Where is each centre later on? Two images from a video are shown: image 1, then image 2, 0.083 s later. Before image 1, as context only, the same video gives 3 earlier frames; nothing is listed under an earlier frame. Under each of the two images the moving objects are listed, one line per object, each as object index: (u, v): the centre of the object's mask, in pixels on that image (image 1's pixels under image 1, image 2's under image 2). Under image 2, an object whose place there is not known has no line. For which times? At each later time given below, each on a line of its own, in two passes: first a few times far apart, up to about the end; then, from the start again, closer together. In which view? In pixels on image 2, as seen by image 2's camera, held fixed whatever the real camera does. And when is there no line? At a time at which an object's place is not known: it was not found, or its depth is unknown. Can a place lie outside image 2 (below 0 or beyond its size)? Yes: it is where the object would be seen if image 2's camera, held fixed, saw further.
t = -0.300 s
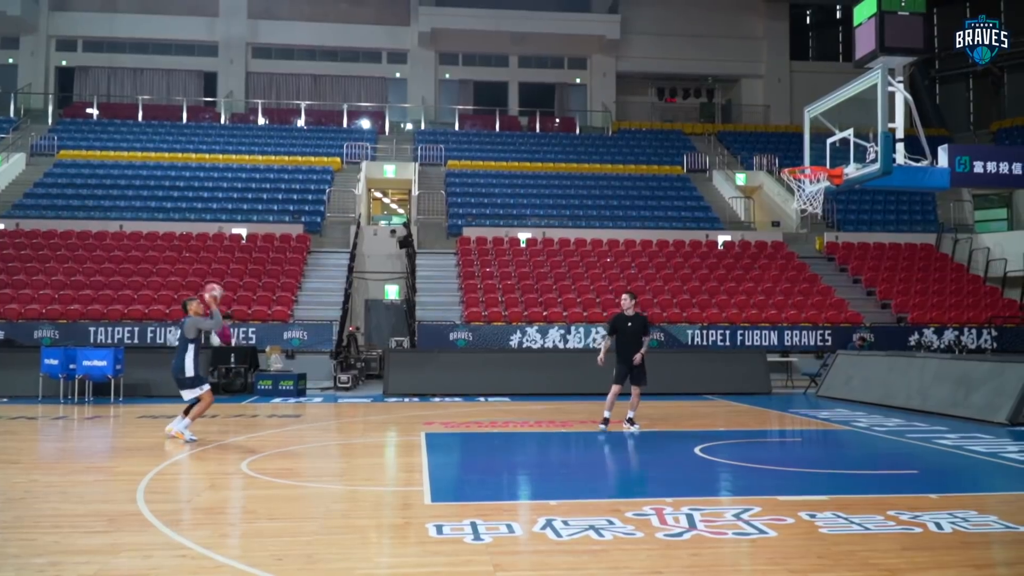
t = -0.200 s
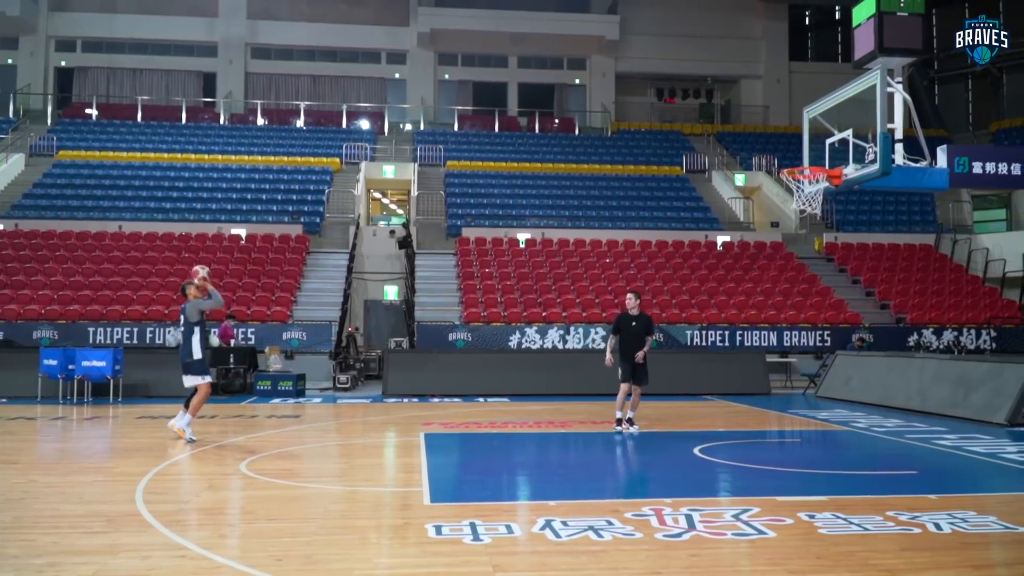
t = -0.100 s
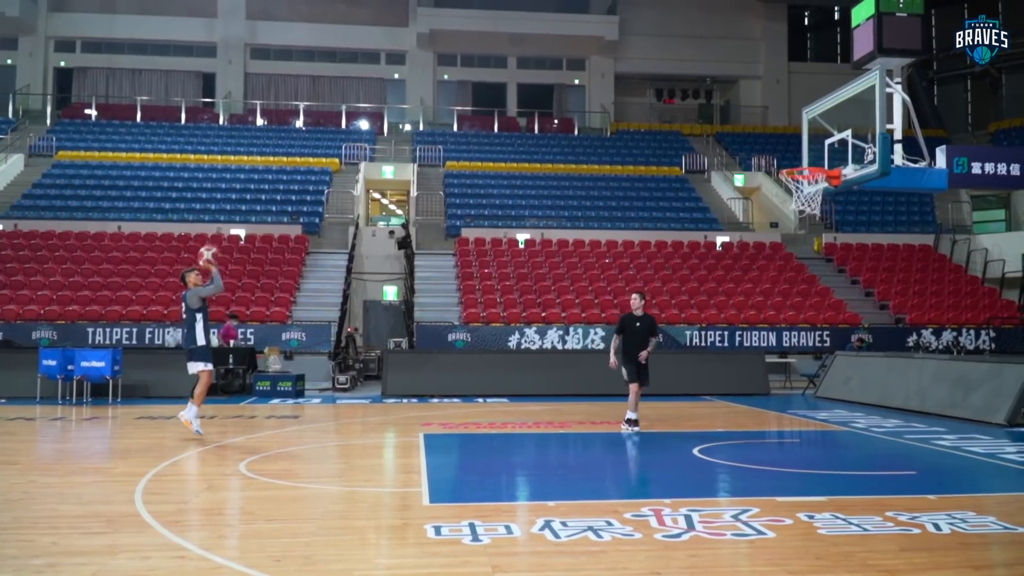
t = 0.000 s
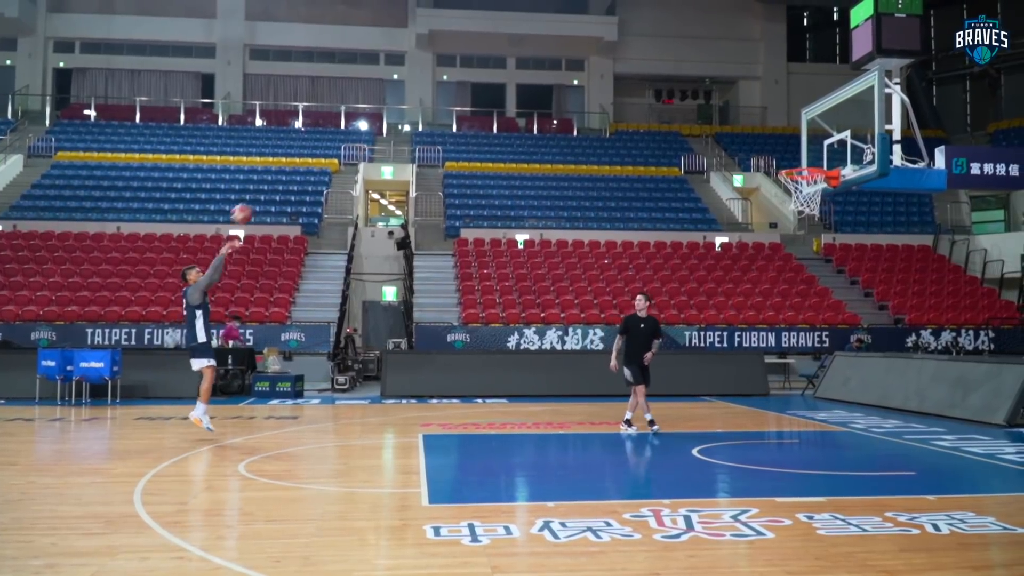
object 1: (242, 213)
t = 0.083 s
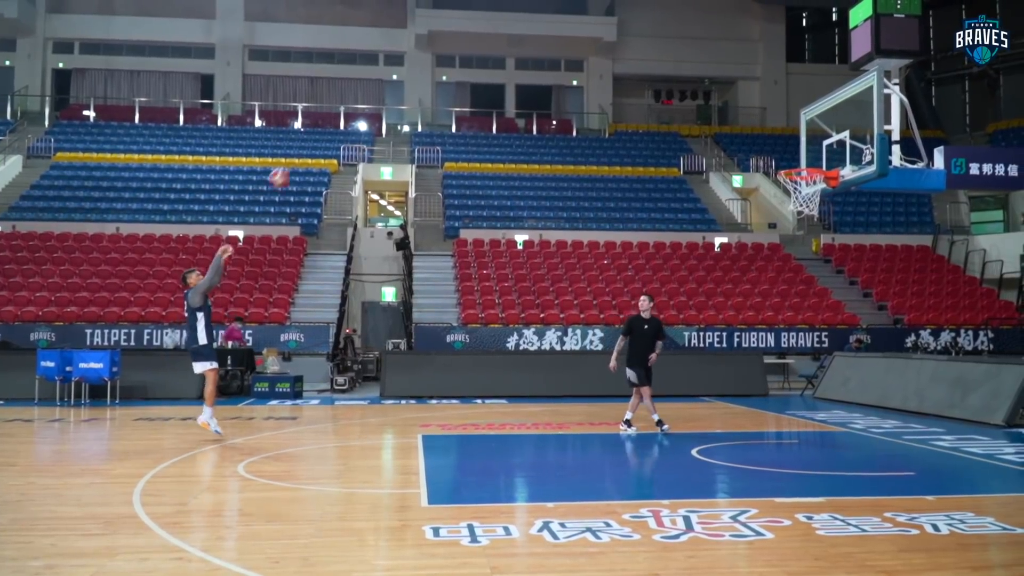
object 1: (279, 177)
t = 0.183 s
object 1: (327, 139)
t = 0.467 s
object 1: (461, 74)
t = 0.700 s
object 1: (574, 65)
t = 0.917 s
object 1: (684, 97)
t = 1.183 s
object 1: (824, 191)
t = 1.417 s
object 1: (850, 234)
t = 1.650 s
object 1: (876, 328)
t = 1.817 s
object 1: (898, 422)
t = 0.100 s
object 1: (287, 171)
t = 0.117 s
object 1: (296, 164)
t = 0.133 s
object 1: (303, 157)
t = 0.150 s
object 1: (311, 151)
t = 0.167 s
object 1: (319, 146)
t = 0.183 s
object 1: (327, 139)
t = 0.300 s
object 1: (382, 105)
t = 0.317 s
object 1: (389, 101)
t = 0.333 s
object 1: (397, 98)
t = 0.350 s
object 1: (405, 94)
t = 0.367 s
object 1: (413, 90)
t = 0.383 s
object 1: (421, 87)
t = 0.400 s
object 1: (428, 84)
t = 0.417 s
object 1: (437, 80)
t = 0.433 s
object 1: (445, 75)
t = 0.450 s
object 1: (453, 75)
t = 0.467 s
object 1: (461, 74)
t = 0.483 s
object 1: (469, 71)
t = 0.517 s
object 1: (485, 68)
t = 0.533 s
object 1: (493, 66)
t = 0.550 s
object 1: (502, 66)
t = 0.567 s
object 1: (509, 65)
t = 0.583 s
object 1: (517, 63)
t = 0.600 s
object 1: (525, 63)
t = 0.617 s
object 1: (533, 63)
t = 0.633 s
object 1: (541, 63)
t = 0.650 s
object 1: (549, 63)
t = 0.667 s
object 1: (558, 63)
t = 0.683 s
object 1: (566, 64)
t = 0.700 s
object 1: (574, 65)
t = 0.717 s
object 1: (582, 66)
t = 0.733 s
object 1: (591, 68)
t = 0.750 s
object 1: (599, 69)
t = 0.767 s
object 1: (608, 71)
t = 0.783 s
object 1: (616, 73)
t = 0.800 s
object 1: (624, 75)
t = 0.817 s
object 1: (633, 78)
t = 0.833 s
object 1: (641, 81)
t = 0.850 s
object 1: (650, 84)
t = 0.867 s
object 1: (659, 87)
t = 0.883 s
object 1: (667, 90)
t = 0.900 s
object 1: (674, 93)
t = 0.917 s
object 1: (684, 97)
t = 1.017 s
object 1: (737, 126)
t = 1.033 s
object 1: (746, 133)
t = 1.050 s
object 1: (755, 138)
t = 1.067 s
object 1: (765, 144)
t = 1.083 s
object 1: (774, 150)
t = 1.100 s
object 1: (783, 157)
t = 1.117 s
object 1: (790, 162)
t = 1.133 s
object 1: (798, 165)
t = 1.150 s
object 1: (813, 182)
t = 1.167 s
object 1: (819, 186)
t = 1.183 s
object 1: (824, 191)
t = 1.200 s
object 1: (827, 192)
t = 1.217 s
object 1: (830, 195)
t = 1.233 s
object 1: (831, 196)
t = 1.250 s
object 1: (832, 198)
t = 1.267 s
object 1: (833, 200)
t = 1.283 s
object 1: (835, 204)
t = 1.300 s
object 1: (837, 207)
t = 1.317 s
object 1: (838, 211)
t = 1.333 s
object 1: (841, 214)
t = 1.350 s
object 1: (842, 218)
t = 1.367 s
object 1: (844, 222)
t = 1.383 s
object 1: (846, 226)
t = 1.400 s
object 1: (848, 230)
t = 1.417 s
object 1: (850, 234)
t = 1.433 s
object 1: (852, 240)
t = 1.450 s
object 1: (852, 245)
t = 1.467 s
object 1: (854, 251)
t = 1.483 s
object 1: (856, 256)
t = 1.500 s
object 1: (858, 263)
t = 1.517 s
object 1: (859, 269)
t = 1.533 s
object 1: (862, 275)
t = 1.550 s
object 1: (863, 282)
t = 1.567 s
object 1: (865, 288)
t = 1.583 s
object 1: (868, 296)
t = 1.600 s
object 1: (870, 304)
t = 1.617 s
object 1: (872, 310)
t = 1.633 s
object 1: (874, 320)
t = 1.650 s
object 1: (876, 328)
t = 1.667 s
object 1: (878, 337)
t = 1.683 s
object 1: (880, 345)
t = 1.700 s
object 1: (882, 353)
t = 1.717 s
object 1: (884, 363)
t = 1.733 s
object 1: (886, 373)
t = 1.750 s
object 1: (888, 383)
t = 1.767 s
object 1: (891, 392)
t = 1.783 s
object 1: (893, 402)
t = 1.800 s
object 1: (895, 411)
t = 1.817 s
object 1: (898, 422)
